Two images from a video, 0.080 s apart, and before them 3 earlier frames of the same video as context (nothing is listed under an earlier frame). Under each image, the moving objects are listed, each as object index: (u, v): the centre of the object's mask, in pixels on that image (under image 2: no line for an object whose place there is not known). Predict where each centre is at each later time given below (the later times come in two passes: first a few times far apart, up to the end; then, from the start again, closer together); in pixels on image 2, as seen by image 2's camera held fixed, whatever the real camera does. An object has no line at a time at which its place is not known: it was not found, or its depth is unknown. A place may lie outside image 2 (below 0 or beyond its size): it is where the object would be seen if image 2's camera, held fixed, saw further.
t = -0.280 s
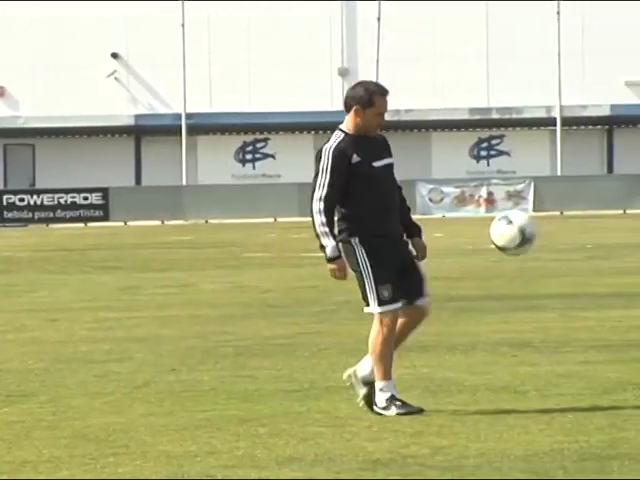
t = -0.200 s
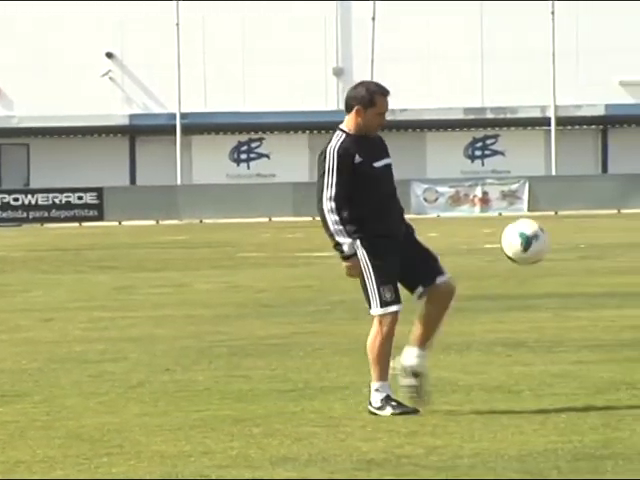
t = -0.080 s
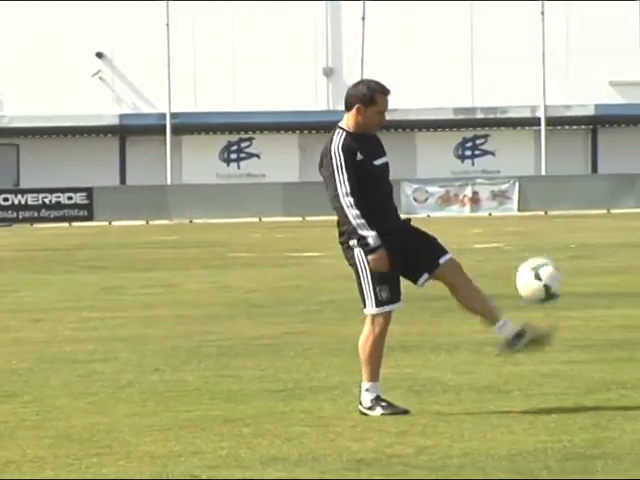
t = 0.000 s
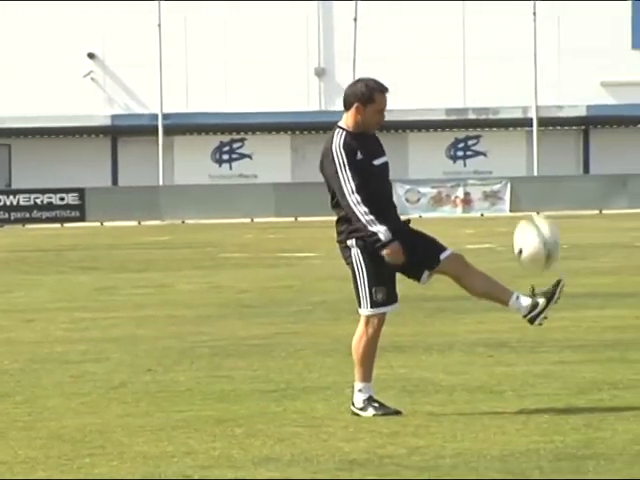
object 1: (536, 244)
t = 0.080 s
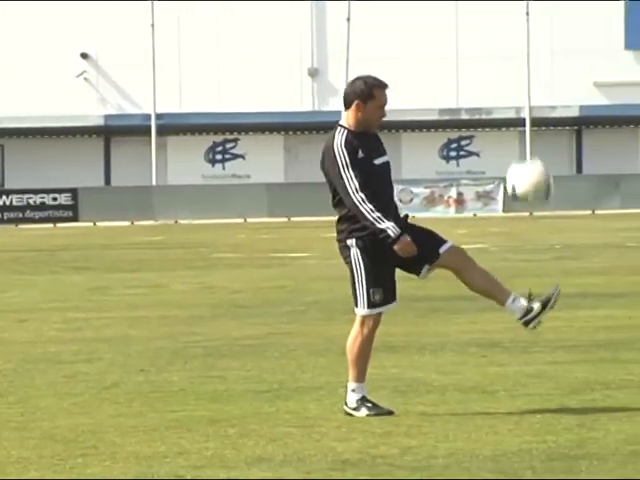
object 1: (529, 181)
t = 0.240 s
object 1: (533, 102)
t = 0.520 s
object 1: (537, 81)
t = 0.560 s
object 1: (539, 92)
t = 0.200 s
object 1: (532, 117)
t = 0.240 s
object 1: (533, 102)
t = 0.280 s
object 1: (532, 88)
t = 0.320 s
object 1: (534, 80)
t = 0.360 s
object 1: (534, 75)
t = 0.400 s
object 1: (536, 72)
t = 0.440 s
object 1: (536, 72)
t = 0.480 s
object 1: (537, 74)
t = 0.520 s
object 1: (537, 81)
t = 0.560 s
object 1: (539, 92)
